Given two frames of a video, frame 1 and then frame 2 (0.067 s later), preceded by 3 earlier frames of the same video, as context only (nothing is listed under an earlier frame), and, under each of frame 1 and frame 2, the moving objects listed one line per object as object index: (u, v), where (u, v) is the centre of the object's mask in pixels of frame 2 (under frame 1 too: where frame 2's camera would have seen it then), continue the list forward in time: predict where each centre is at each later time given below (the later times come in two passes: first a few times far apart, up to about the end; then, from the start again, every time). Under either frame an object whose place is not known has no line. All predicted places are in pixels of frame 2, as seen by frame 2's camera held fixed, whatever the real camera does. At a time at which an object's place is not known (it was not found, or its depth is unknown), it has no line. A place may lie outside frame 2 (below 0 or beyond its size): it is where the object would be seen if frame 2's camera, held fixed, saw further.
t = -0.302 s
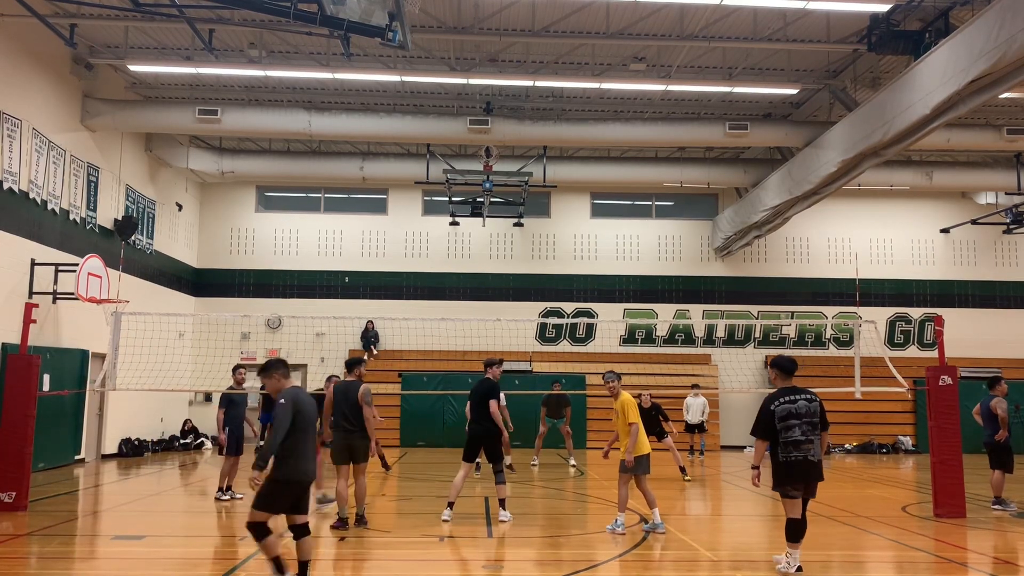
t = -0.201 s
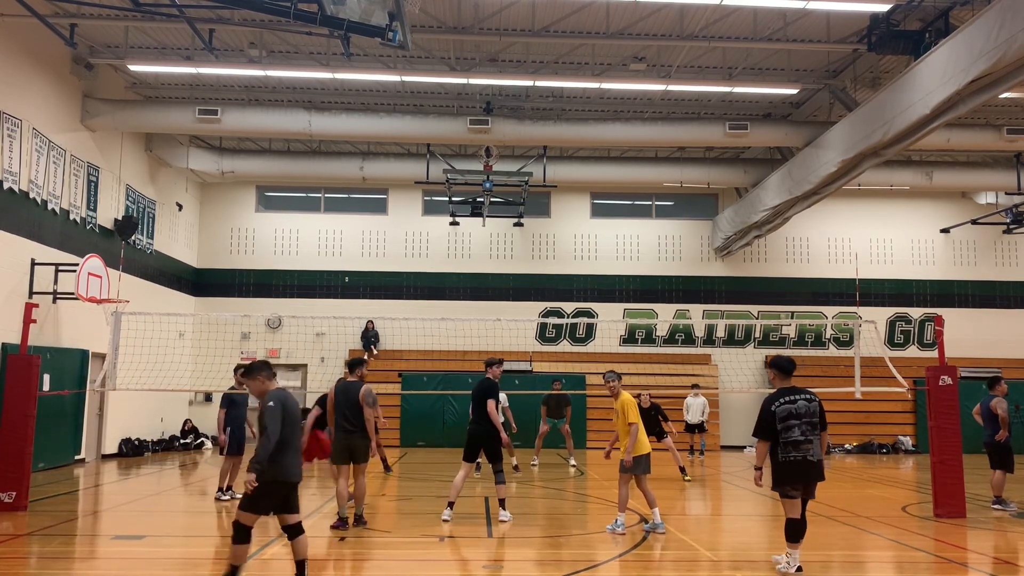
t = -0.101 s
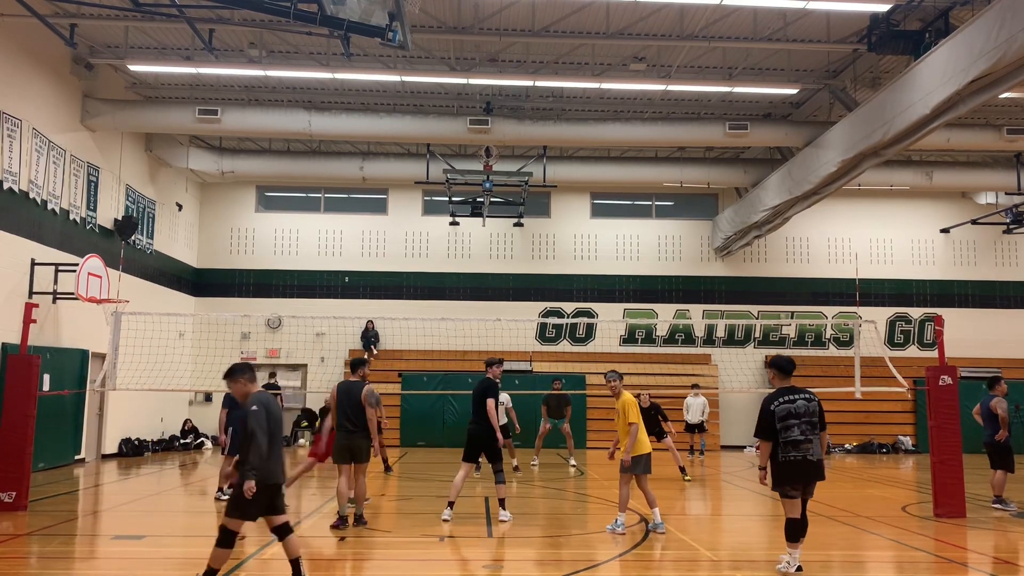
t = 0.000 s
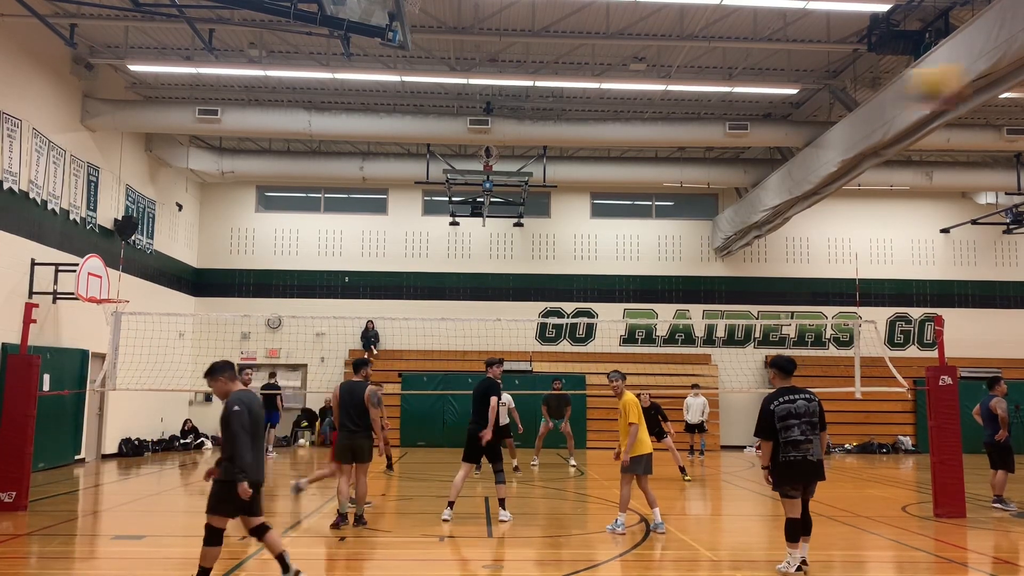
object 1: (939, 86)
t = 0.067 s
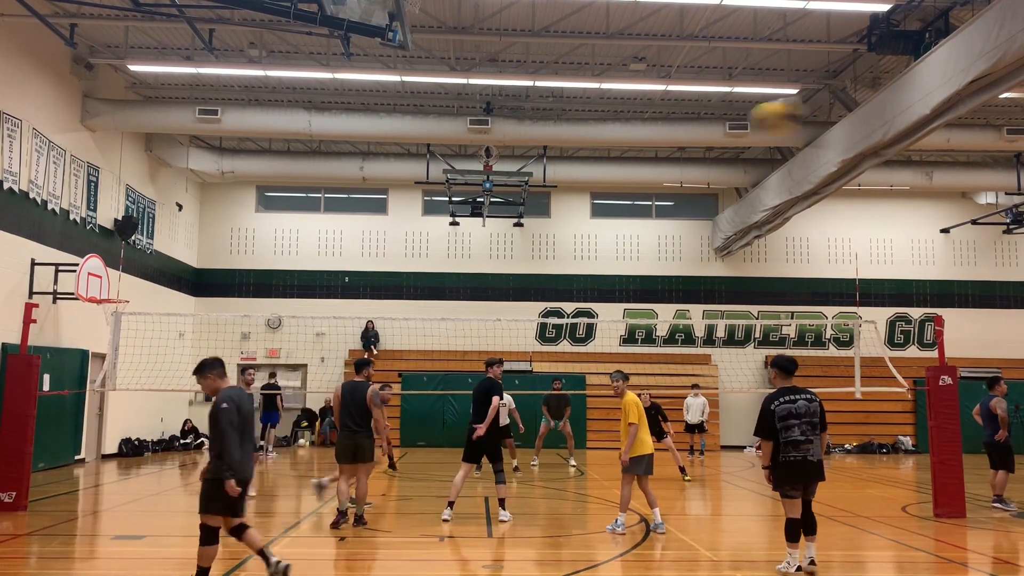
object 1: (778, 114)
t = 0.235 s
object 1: (587, 185)
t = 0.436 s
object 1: (488, 259)
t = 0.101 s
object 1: (726, 127)
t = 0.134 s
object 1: (680, 146)
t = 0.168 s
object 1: (644, 158)
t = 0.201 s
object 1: (614, 170)
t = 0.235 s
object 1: (587, 185)
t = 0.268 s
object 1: (565, 196)
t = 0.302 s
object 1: (546, 209)
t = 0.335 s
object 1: (528, 221)
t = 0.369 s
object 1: (515, 234)
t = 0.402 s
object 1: (500, 246)
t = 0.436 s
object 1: (488, 259)
